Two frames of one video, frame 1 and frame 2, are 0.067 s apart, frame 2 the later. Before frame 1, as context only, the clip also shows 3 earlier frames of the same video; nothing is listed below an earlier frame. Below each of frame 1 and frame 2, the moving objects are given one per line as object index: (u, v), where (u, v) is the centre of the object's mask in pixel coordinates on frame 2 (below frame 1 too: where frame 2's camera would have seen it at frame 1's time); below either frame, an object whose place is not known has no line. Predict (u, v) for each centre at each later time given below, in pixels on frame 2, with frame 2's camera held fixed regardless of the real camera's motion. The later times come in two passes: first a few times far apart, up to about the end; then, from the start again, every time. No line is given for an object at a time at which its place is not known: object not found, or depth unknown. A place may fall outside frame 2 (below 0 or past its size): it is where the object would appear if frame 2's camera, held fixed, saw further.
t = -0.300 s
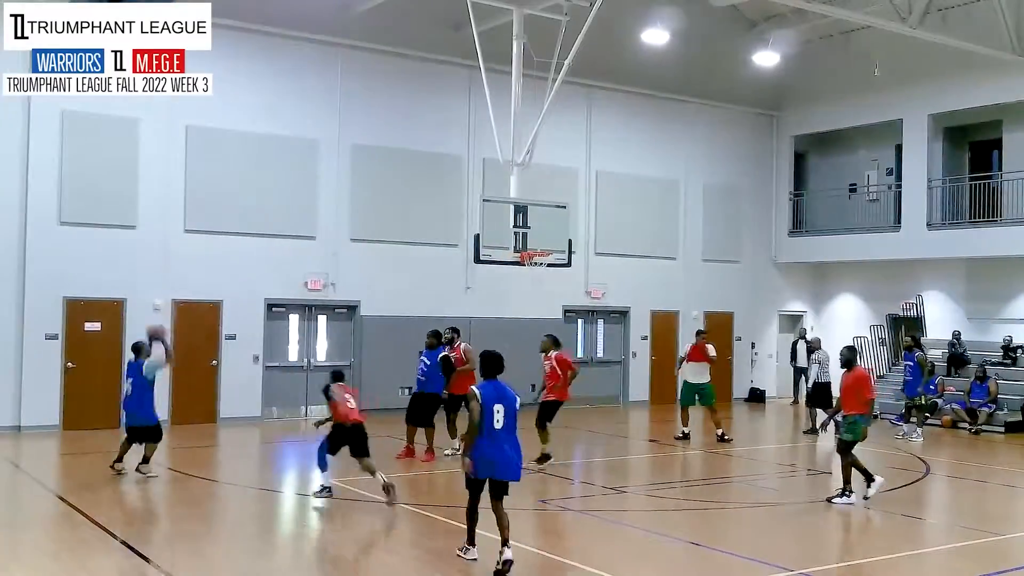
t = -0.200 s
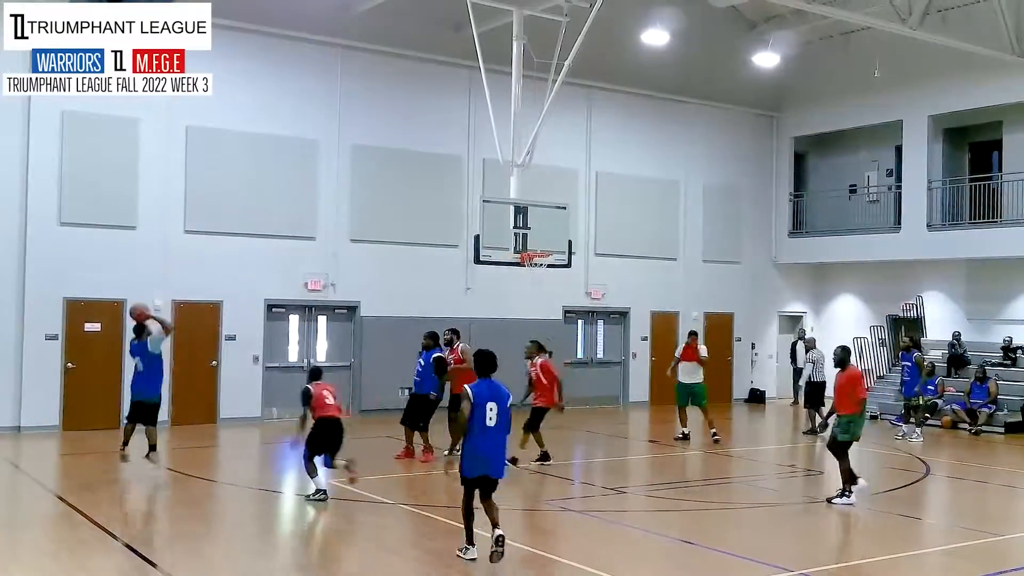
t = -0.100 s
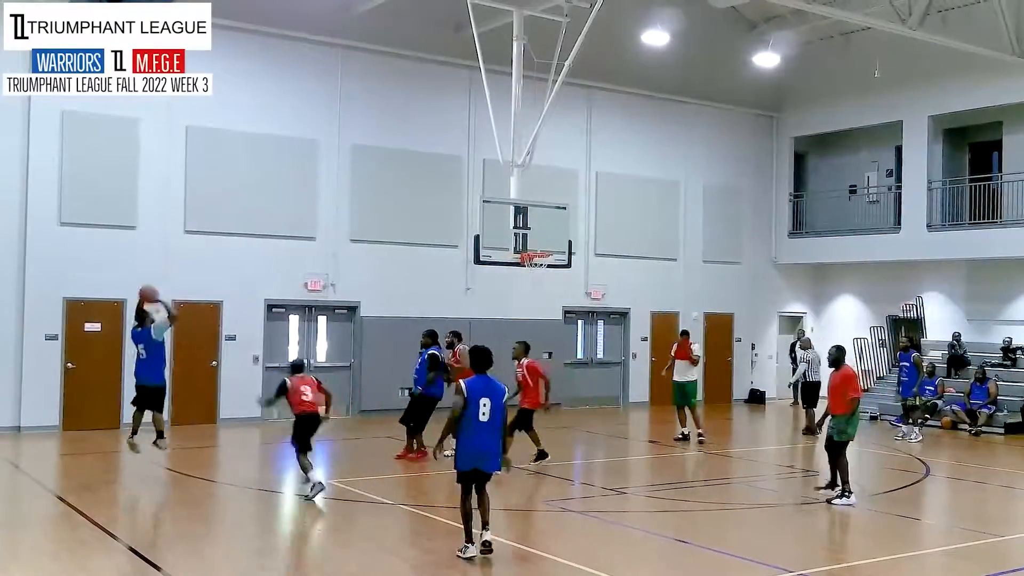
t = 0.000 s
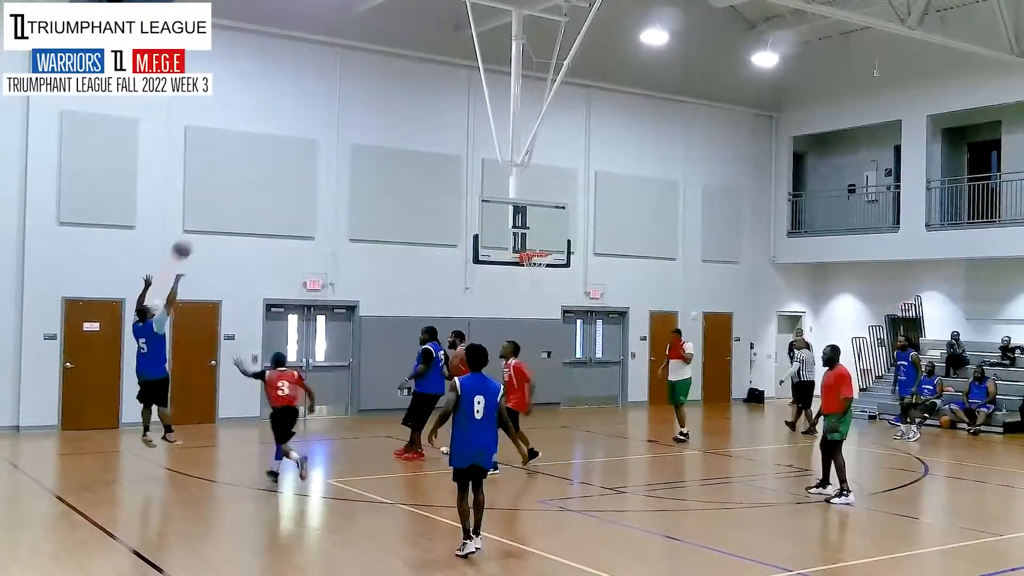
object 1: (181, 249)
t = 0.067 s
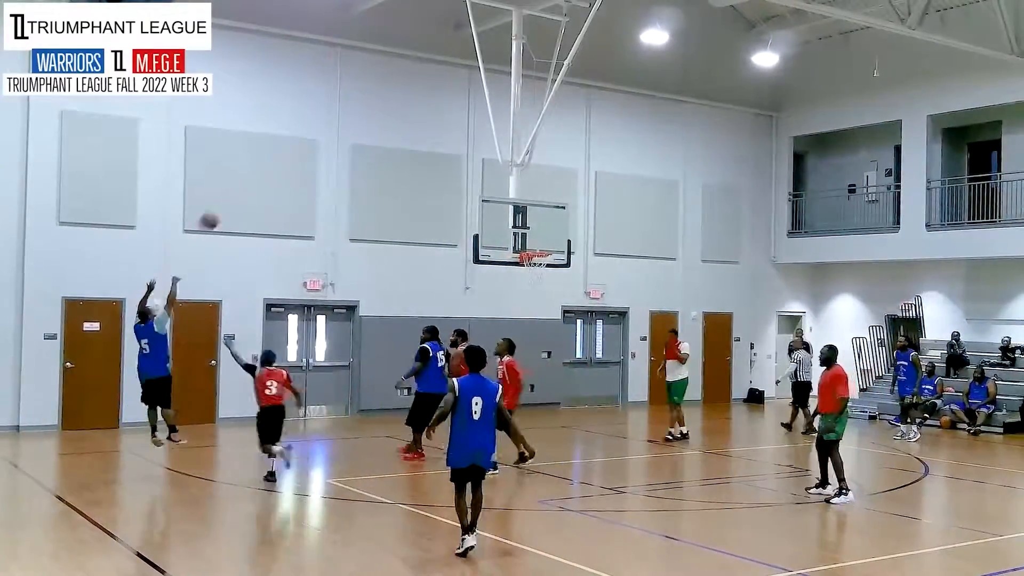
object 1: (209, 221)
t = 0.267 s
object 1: (283, 162)
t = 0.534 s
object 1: (368, 134)
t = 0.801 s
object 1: (441, 153)
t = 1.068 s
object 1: (505, 213)
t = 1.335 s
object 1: (547, 270)
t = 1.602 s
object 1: (559, 307)
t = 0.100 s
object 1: (221, 209)
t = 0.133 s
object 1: (234, 197)
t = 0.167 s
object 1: (247, 186)
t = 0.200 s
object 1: (259, 177)
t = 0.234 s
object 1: (271, 169)
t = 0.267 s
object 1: (283, 162)
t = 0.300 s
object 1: (294, 156)
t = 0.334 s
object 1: (306, 150)
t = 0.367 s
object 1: (316, 145)
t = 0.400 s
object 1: (327, 142)
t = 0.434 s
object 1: (338, 138)
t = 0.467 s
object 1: (348, 136)
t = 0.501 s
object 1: (358, 134)
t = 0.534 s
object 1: (368, 134)
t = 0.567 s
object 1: (378, 134)
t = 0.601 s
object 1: (387, 135)
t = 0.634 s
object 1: (396, 136)
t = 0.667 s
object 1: (406, 138)
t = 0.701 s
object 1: (415, 141)
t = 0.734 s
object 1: (424, 145)
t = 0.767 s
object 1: (433, 149)
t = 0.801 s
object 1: (441, 153)
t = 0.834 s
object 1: (450, 160)
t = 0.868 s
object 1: (458, 165)
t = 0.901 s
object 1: (466, 171)
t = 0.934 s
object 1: (474, 179)
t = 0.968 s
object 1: (482, 187)
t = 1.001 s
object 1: (488, 196)
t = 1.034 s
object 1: (496, 204)
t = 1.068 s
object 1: (505, 213)
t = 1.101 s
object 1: (511, 224)
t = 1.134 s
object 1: (519, 234)
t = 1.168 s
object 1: (526, 246)
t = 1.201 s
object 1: (530, 256)
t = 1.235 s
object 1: (540, 260)
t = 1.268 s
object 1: (543, 265)
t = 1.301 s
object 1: (546, 267)
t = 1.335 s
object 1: (547, 270)
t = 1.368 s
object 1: (549, 272)
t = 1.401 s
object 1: (551, 275)
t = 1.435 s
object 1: (552, 279)
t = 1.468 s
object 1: (554, 283)
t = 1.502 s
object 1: (555, 288)
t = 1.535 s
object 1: (557, 294)
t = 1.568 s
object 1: (558, 300)
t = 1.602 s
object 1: (559, 307)
